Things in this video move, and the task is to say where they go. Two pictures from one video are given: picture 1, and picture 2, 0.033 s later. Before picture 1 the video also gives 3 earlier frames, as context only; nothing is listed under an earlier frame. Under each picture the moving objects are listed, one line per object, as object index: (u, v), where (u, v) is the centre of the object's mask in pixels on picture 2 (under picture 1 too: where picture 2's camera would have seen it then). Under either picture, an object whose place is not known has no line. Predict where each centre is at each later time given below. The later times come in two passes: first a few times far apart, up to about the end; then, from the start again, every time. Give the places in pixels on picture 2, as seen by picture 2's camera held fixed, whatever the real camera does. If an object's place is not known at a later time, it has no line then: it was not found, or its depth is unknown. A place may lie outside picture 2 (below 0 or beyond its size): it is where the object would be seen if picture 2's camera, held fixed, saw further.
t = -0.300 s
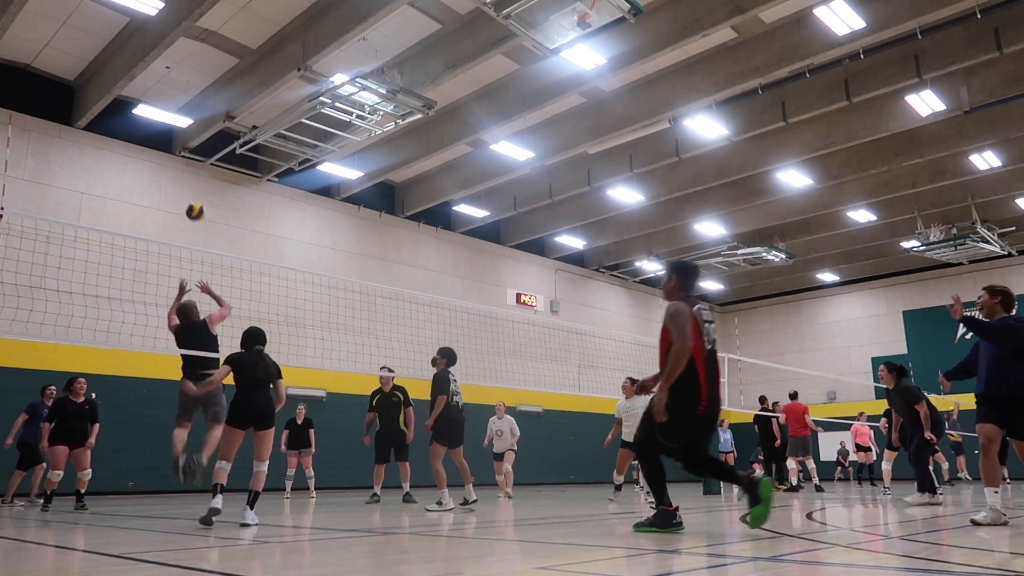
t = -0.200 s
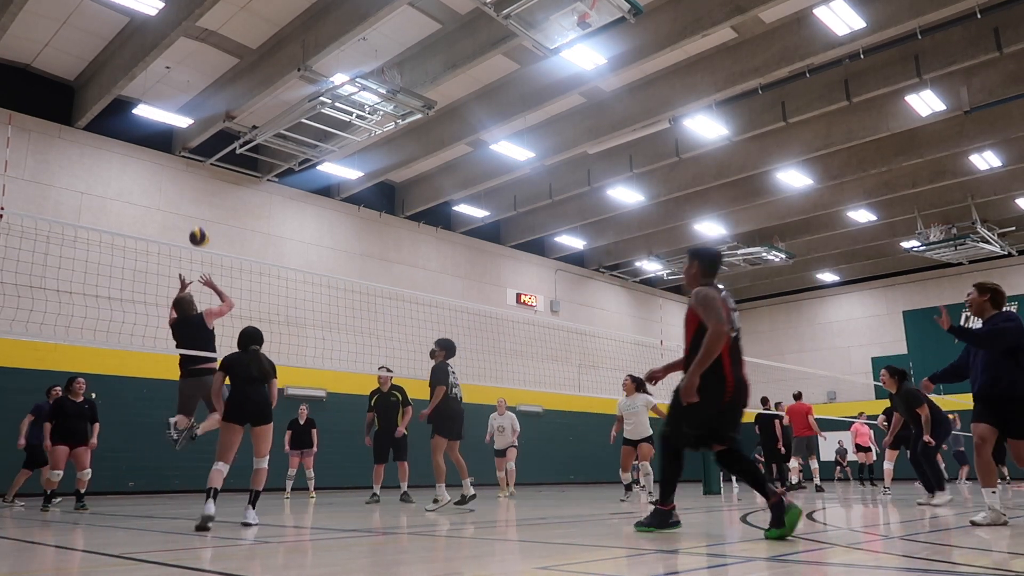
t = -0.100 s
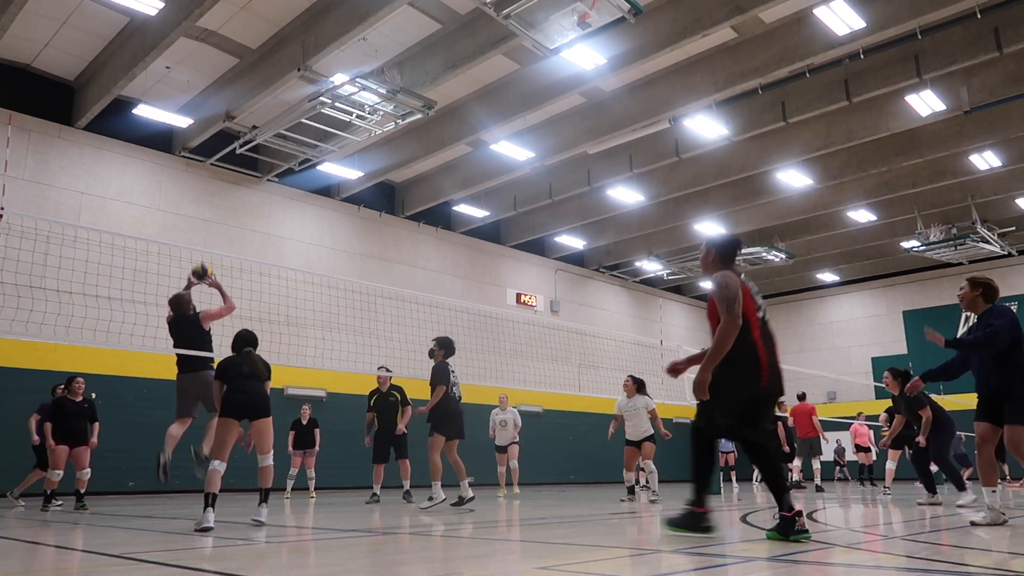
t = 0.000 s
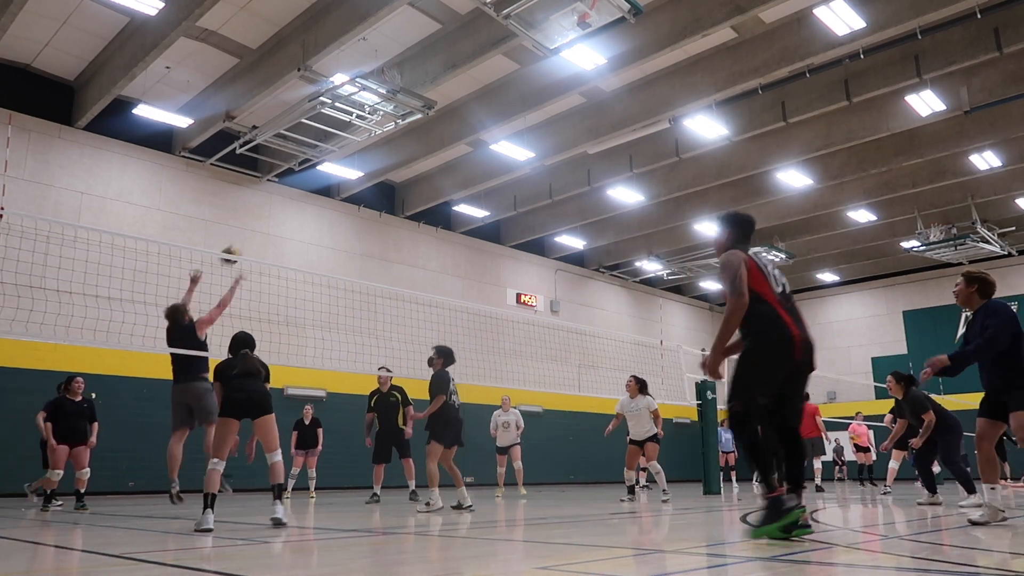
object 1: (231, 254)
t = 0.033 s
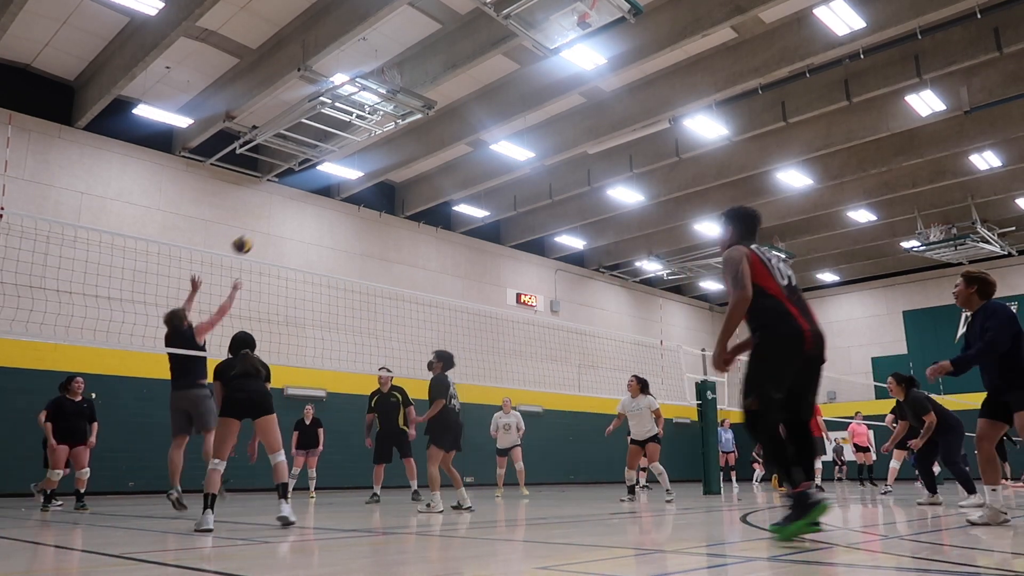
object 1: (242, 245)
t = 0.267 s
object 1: (316, 204)
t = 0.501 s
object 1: (379, 210)
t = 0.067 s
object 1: (254, 236)
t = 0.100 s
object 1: (265, 228)
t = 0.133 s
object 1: (276, 221)
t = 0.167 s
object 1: (287, 215)
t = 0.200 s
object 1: (297, 210)
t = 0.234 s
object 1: (306, 207)
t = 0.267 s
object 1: (316, 204)
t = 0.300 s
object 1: (327, 202)
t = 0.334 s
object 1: (336, 201)
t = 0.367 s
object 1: (345, 201)
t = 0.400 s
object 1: (354, 203)
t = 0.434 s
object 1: (362, 204)
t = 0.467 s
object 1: (370, 207)
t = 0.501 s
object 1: (379, 210)
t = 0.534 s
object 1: (387, 215)
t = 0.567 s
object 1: (395, 220)
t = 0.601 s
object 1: (403, 226)
